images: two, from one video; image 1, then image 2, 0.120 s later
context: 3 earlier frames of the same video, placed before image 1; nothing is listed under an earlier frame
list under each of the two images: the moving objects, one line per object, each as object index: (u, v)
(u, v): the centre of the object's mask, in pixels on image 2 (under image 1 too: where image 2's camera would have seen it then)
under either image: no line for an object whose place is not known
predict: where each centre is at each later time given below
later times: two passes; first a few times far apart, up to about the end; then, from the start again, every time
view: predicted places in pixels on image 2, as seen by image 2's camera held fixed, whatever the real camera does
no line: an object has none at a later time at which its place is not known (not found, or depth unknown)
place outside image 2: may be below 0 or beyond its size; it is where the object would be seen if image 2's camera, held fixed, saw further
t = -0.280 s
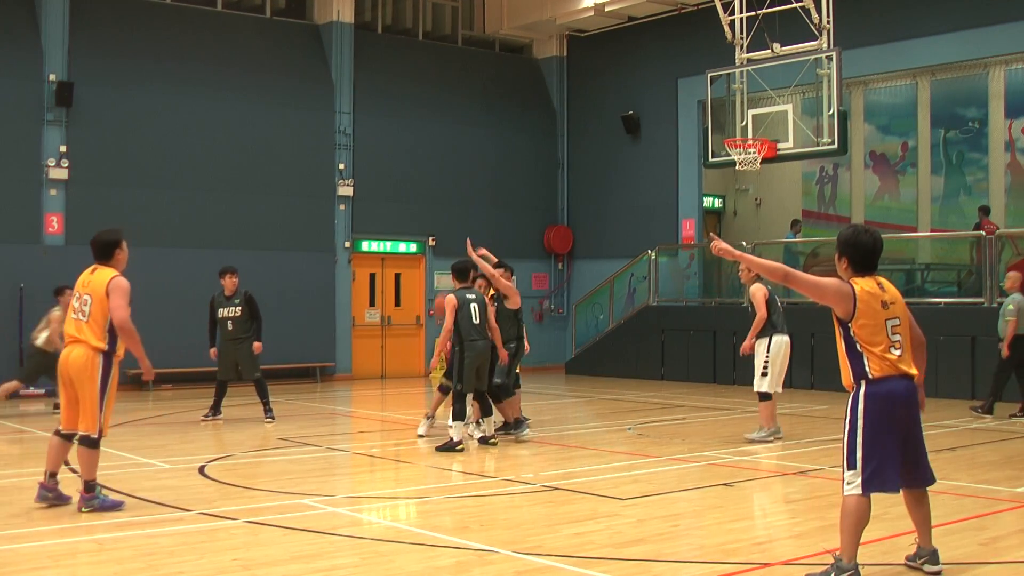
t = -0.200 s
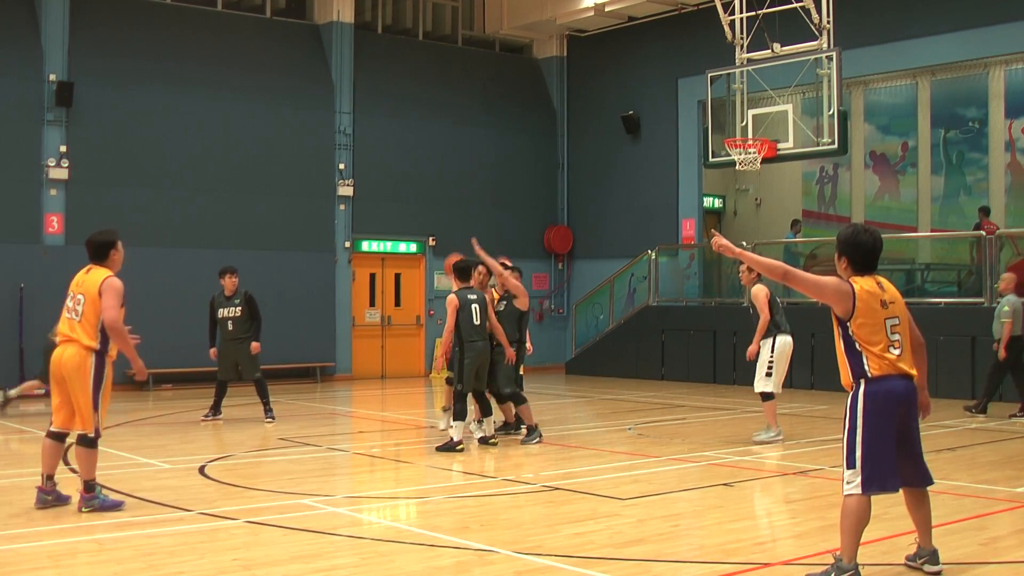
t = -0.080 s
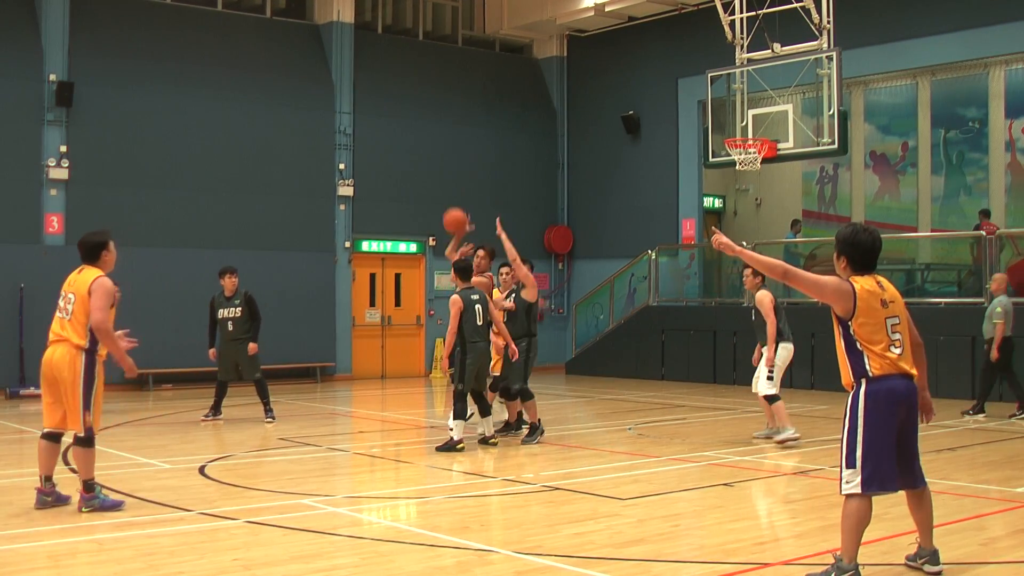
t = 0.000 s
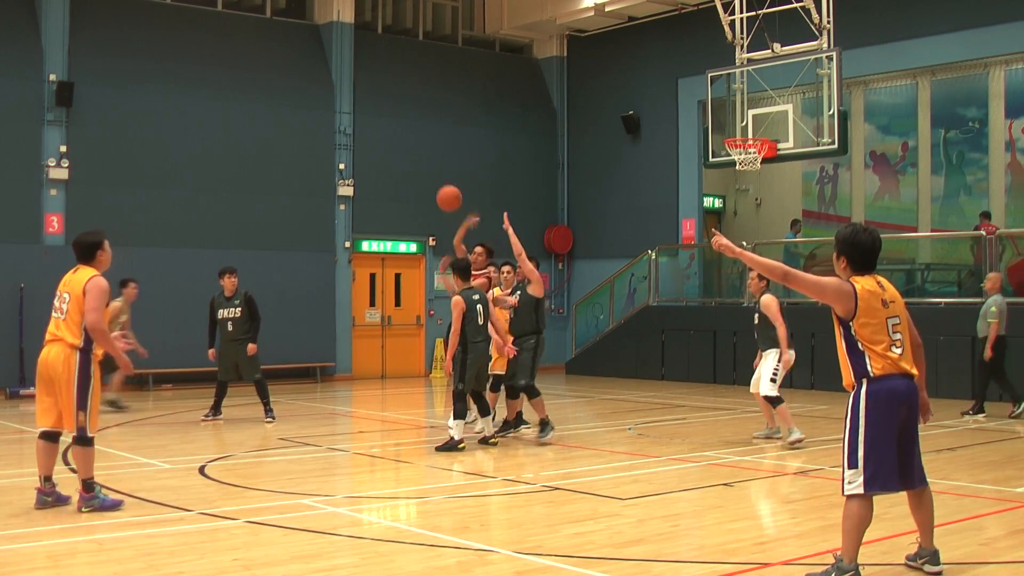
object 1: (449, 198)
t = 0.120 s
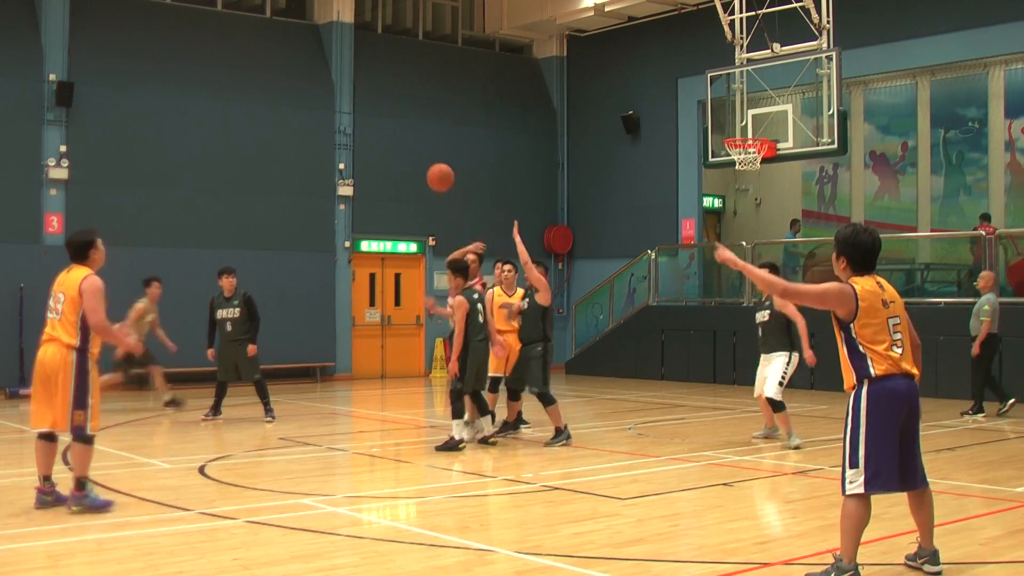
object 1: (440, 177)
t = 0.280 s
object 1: (425, 170)
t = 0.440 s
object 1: (405, 194)
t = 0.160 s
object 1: (437, 173)
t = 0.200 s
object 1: (433, 170)
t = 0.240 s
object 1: (429, 169)
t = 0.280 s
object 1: (425, 170)
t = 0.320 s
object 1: (420, 173)
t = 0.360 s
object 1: (416, 178)
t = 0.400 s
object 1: (410, 185)
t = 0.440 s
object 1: (405, 194)
